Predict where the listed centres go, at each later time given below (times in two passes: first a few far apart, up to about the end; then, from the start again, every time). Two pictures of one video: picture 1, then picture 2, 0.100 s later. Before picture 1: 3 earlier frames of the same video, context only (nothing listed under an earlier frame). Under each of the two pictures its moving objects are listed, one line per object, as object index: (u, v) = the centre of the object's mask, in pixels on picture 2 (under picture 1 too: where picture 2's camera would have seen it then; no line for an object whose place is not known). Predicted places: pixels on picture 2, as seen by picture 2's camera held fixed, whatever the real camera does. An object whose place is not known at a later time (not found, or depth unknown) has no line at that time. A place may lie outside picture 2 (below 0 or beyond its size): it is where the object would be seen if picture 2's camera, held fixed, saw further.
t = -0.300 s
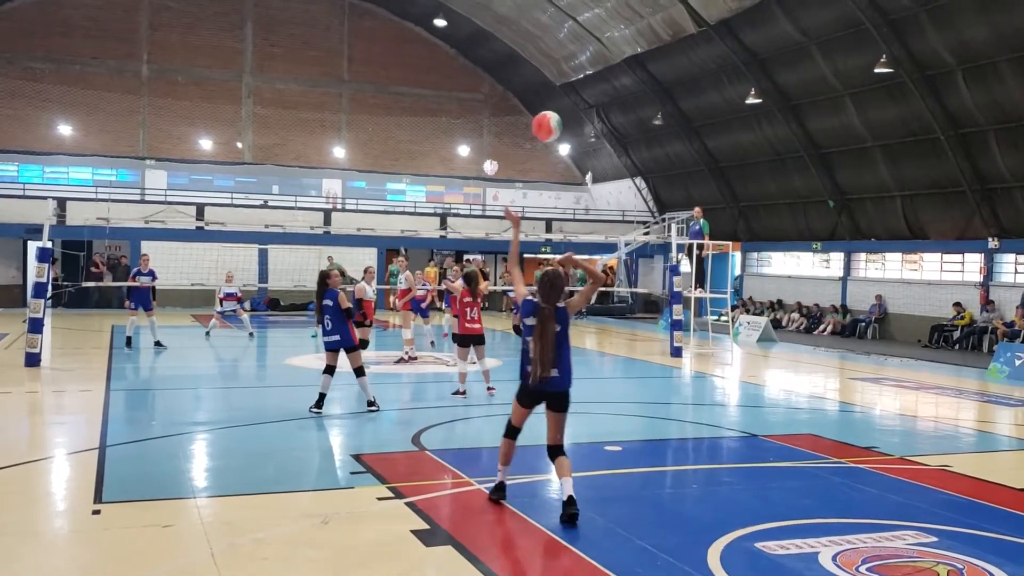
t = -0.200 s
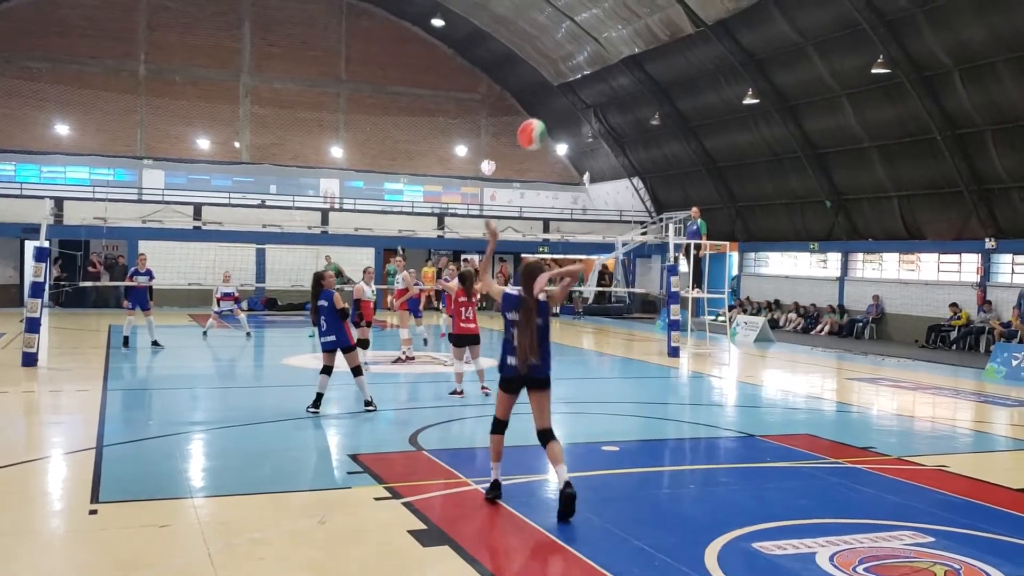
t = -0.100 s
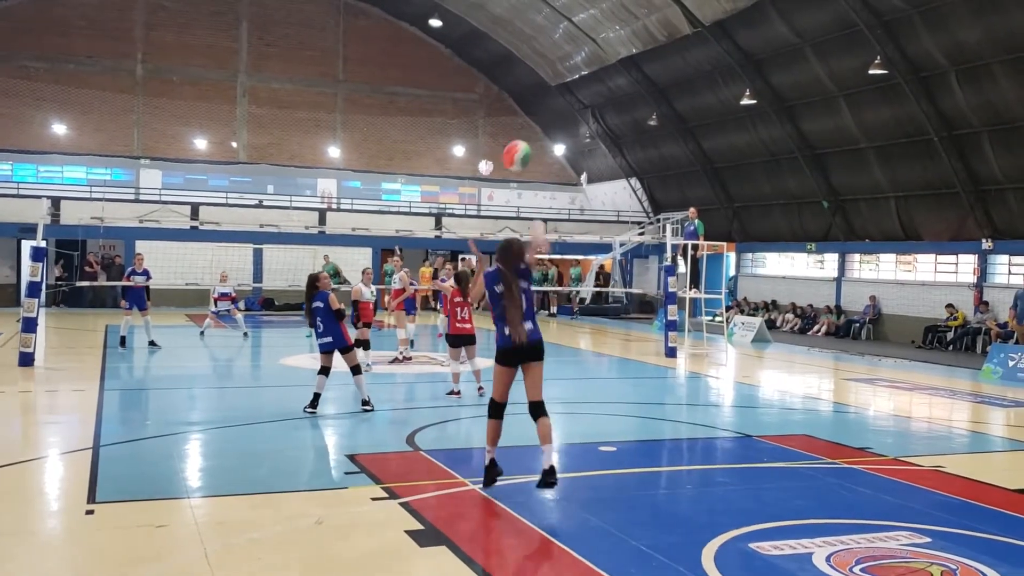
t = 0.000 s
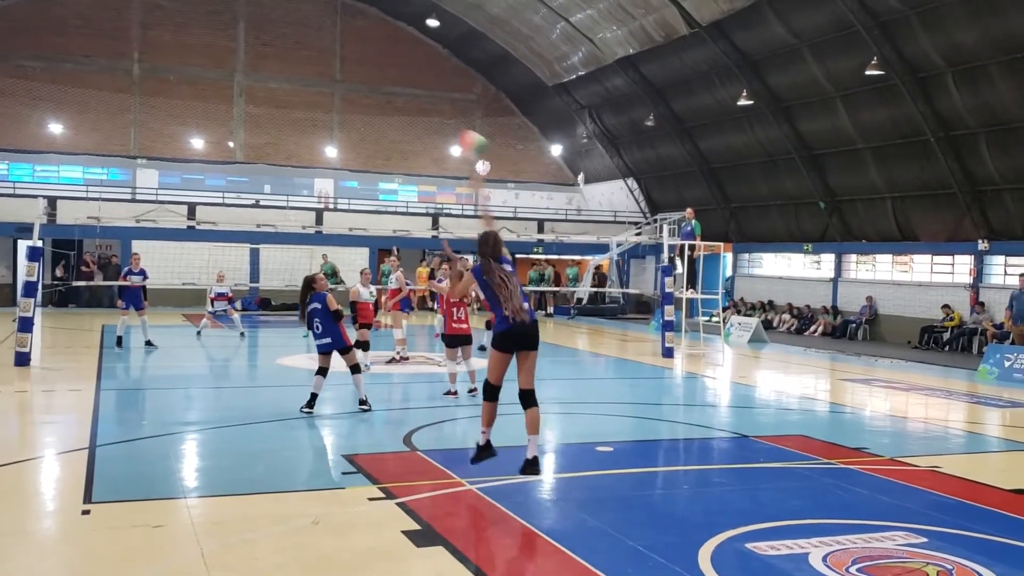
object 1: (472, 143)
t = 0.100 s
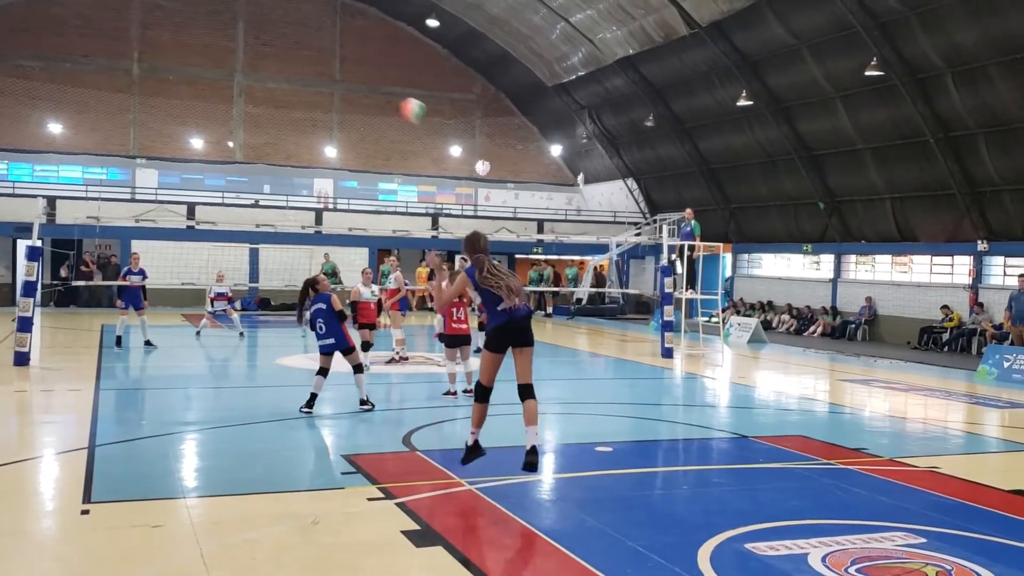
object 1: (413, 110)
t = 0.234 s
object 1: (362, 92)
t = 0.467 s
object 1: (305, 101)
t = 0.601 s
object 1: (281, 120)
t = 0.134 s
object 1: (397, 103)
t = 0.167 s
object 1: (384, 98)
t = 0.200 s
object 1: (372, 94)
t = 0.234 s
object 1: (362, 92)
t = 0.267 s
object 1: (353, 91)
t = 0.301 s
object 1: (344, 91)
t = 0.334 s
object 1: (335, 92)
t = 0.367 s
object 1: (327, 94)
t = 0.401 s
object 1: (319, 96)
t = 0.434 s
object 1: (312, 98)
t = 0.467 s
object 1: (305, 101)
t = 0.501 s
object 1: (299, 105)
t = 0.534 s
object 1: (293, 109)
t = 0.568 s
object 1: (287, 115)
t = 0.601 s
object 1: (281, 120)
